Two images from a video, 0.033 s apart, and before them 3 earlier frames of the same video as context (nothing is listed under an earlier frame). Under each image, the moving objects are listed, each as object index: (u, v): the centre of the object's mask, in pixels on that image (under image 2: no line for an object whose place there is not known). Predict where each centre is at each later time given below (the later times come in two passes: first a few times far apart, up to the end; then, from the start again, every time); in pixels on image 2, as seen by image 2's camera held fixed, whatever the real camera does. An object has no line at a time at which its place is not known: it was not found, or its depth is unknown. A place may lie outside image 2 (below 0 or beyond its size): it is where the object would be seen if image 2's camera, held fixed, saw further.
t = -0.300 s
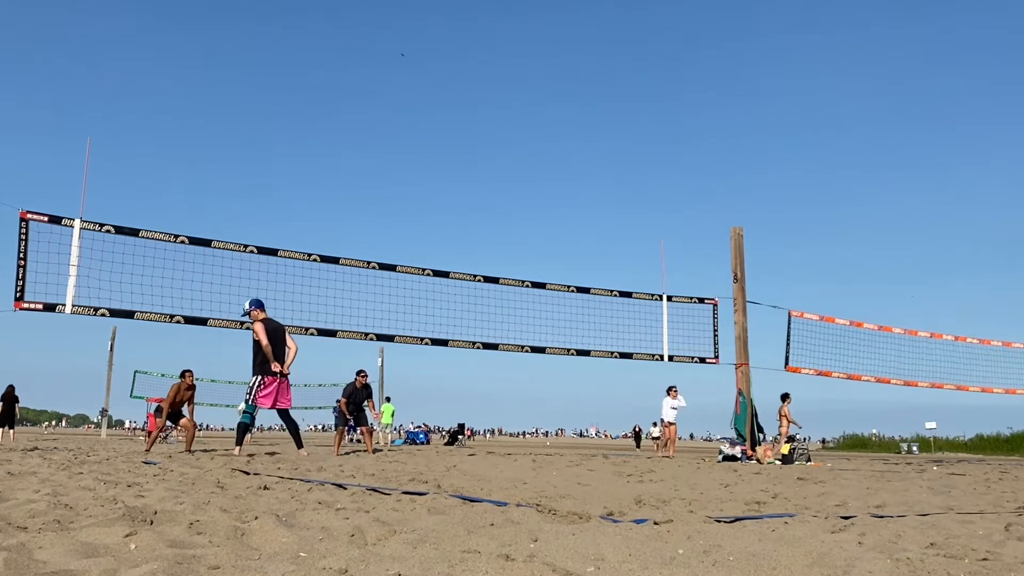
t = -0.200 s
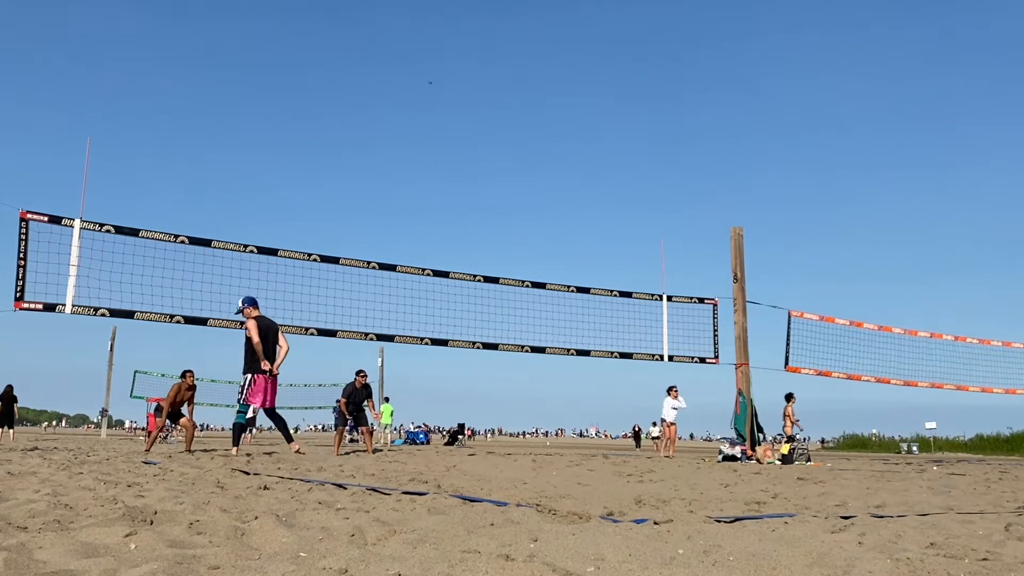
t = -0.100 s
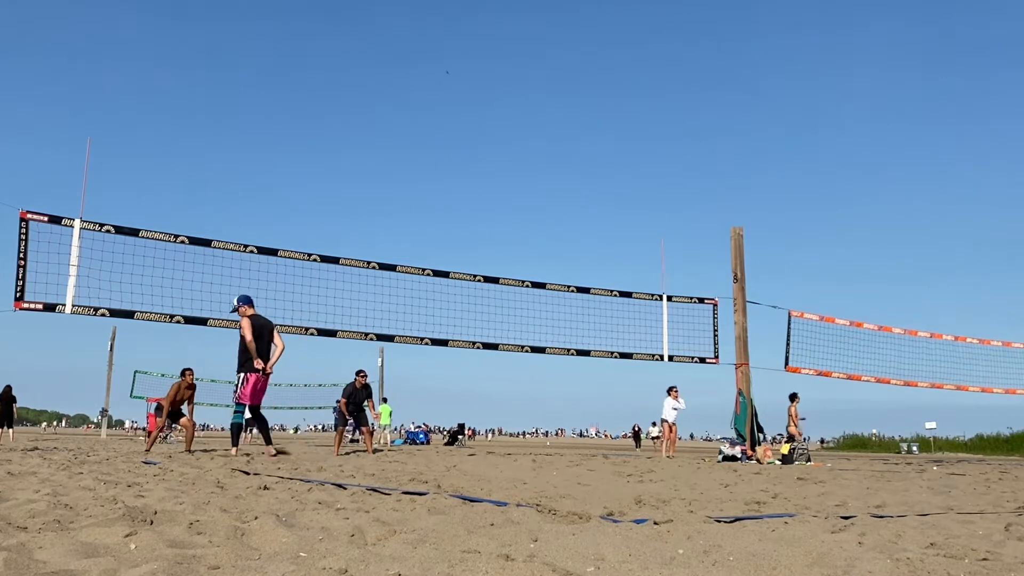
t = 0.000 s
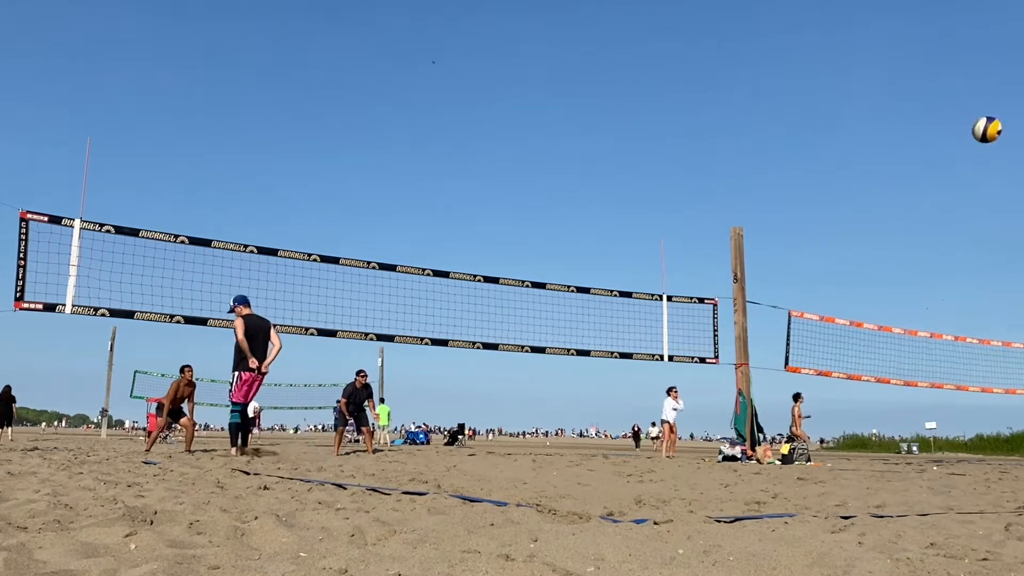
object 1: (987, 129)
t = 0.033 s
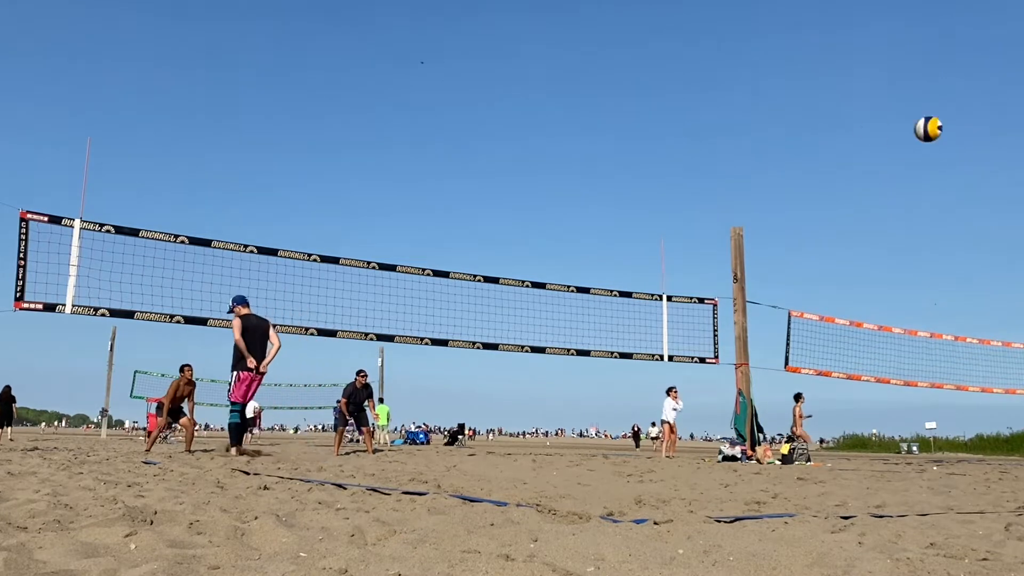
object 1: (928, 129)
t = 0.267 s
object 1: (609, 156)
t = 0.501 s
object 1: (388, 212)
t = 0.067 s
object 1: (874, 129)
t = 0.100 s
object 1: (823, 131)
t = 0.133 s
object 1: (775, 134)
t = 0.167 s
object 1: (730, 139)
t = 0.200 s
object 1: (688, 144)
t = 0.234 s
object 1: (647, 149)
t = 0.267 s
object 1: (609, 156)
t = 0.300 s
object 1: (573, 163)
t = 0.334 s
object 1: (539, 170)
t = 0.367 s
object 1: (506, 178)
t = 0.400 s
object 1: (475, 186)
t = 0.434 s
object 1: (445, 195)
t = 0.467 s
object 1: (416, 203)
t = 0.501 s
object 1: (388, 212)
